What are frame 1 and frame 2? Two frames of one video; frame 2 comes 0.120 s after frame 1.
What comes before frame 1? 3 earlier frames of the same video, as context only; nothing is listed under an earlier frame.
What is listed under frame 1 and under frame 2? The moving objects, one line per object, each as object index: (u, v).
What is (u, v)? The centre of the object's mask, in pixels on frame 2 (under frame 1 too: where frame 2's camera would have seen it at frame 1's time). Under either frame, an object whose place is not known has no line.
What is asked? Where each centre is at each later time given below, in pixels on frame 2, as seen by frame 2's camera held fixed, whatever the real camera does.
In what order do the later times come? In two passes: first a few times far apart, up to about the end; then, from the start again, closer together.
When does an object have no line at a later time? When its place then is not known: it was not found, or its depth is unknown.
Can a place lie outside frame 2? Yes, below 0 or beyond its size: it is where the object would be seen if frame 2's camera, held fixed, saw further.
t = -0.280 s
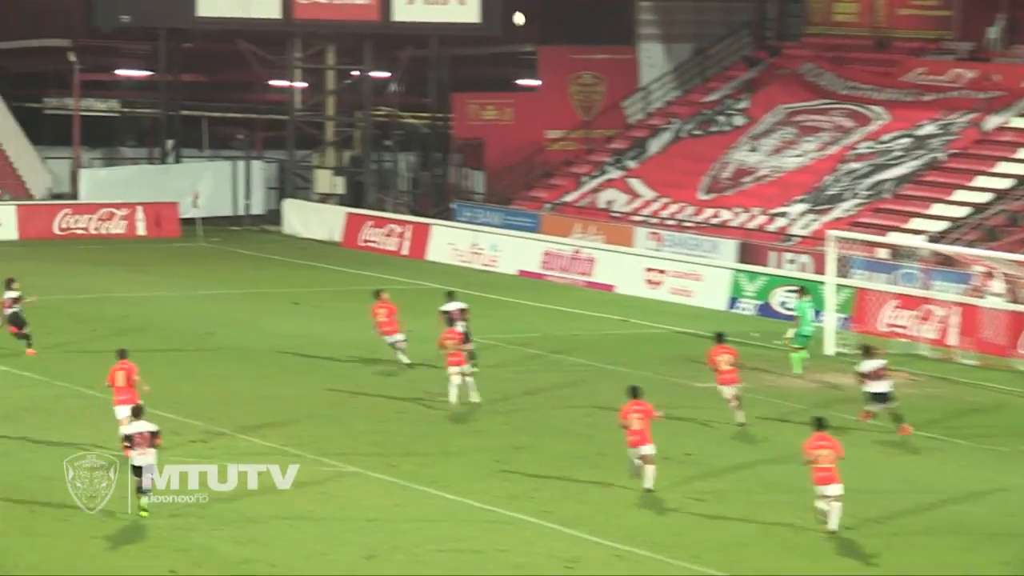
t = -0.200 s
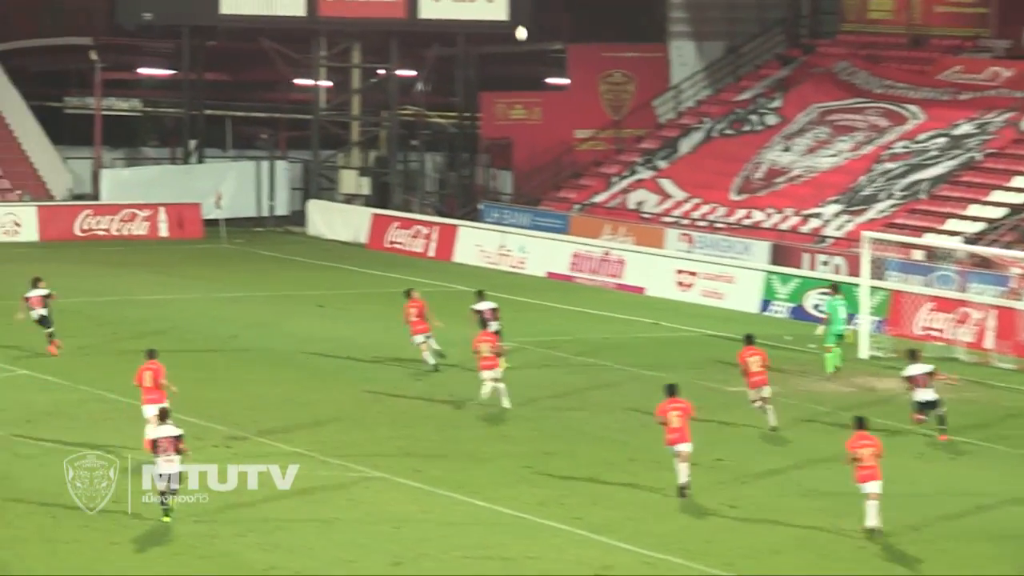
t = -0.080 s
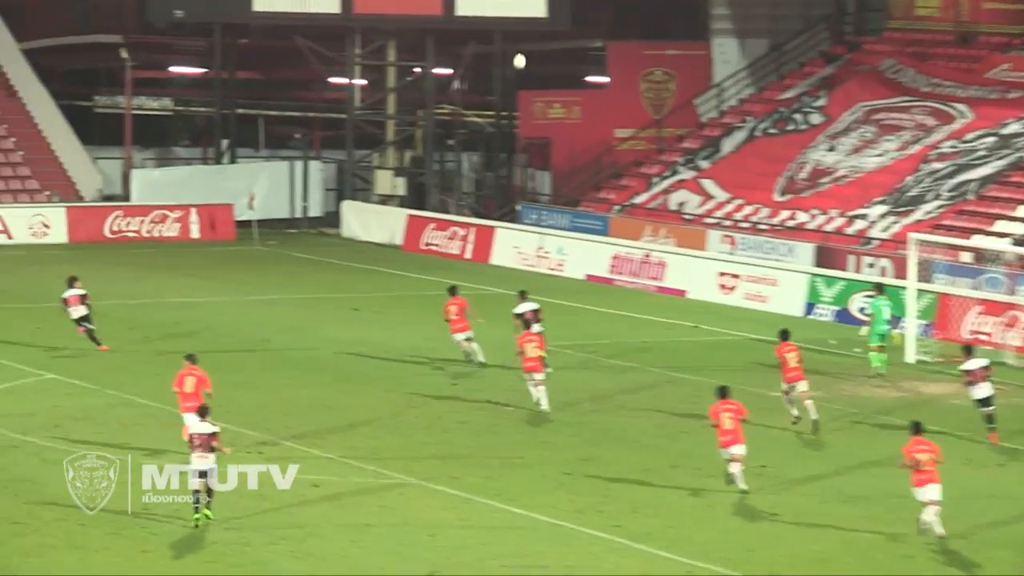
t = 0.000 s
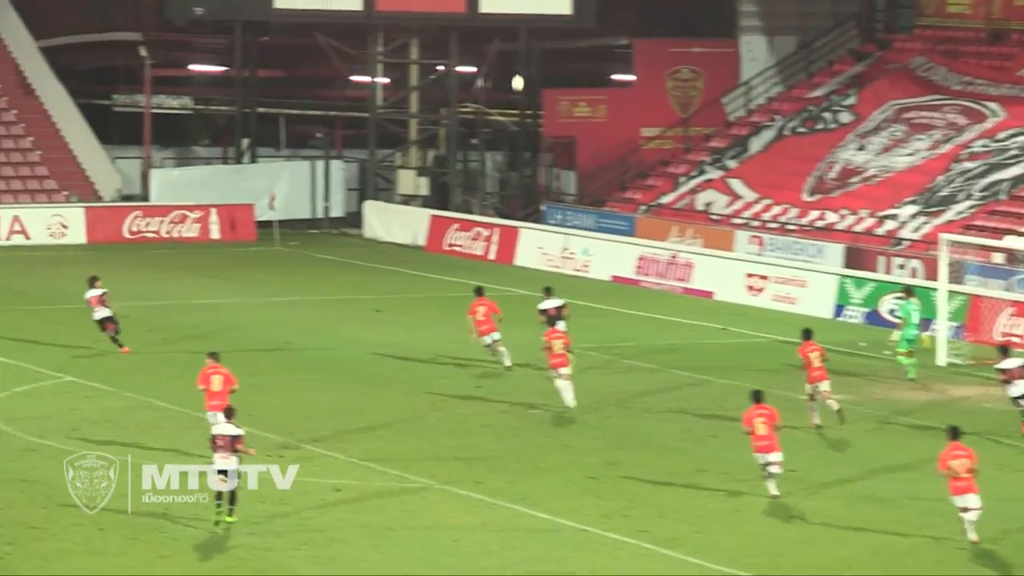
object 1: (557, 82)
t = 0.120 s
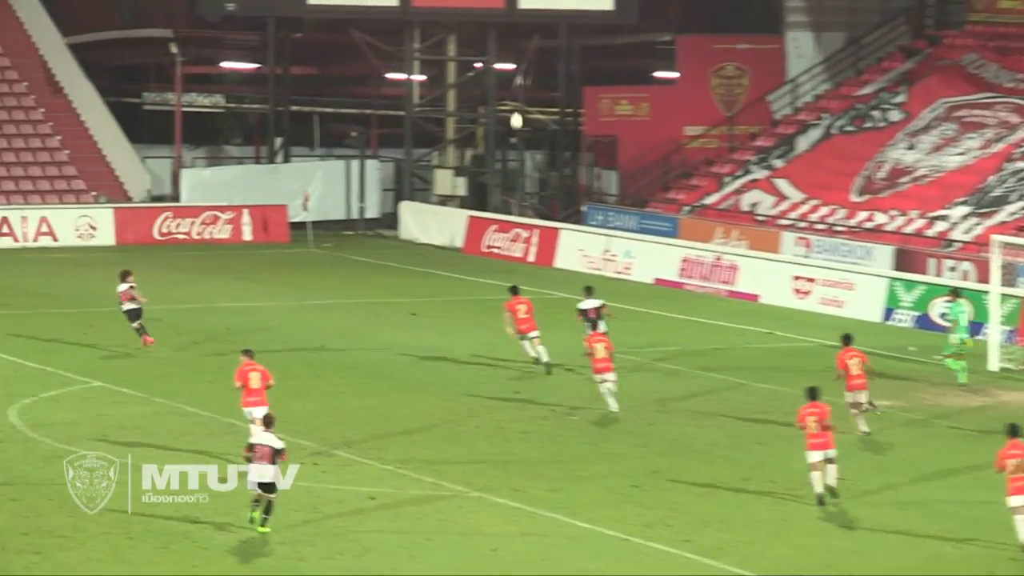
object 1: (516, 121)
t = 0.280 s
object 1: (461, 181)
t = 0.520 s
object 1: (381, 286)
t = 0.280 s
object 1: (461, 181)
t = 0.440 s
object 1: (408, 249)
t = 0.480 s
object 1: (394, 268)
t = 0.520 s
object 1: (381, 286)
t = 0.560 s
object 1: (369, 305)
